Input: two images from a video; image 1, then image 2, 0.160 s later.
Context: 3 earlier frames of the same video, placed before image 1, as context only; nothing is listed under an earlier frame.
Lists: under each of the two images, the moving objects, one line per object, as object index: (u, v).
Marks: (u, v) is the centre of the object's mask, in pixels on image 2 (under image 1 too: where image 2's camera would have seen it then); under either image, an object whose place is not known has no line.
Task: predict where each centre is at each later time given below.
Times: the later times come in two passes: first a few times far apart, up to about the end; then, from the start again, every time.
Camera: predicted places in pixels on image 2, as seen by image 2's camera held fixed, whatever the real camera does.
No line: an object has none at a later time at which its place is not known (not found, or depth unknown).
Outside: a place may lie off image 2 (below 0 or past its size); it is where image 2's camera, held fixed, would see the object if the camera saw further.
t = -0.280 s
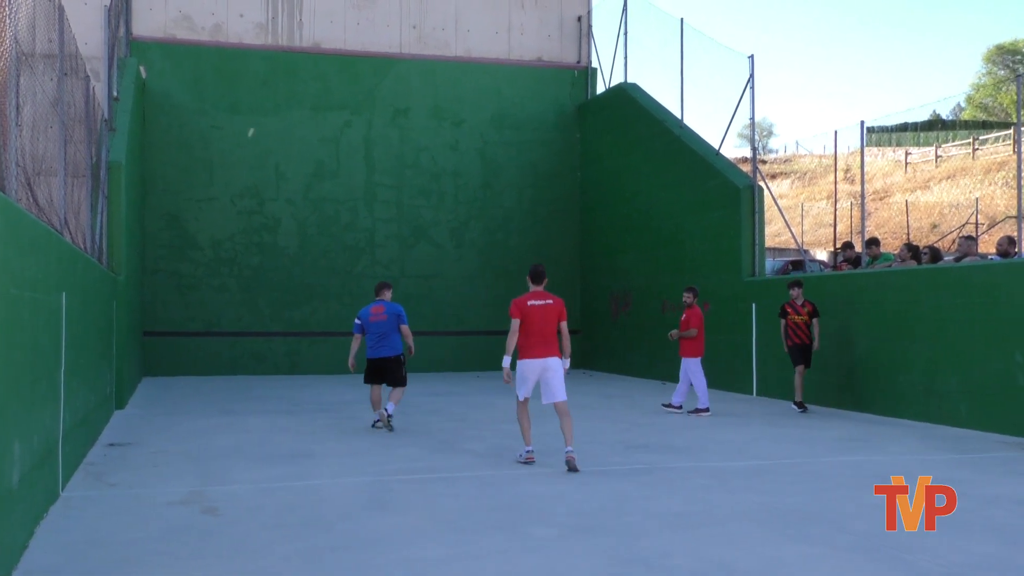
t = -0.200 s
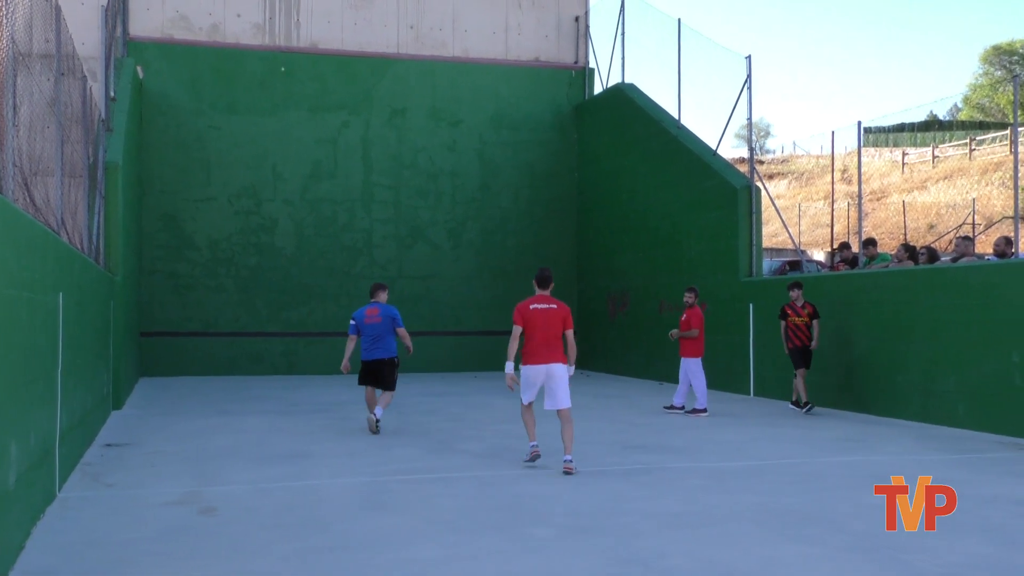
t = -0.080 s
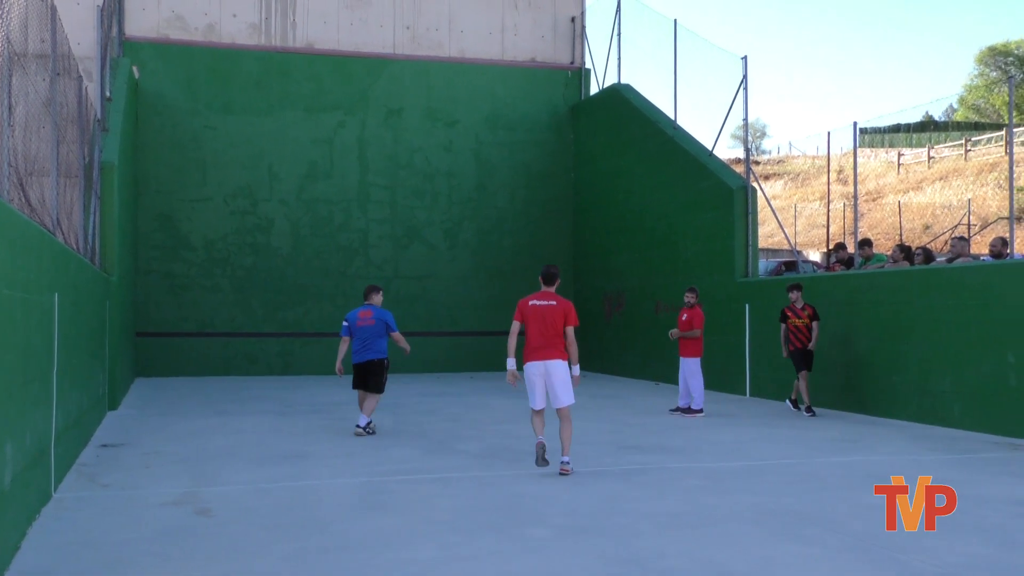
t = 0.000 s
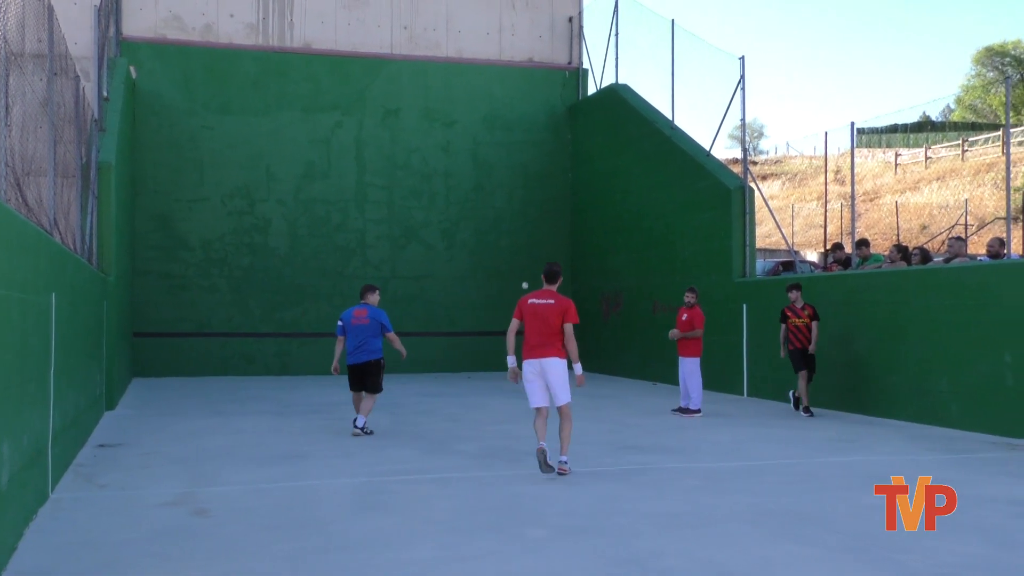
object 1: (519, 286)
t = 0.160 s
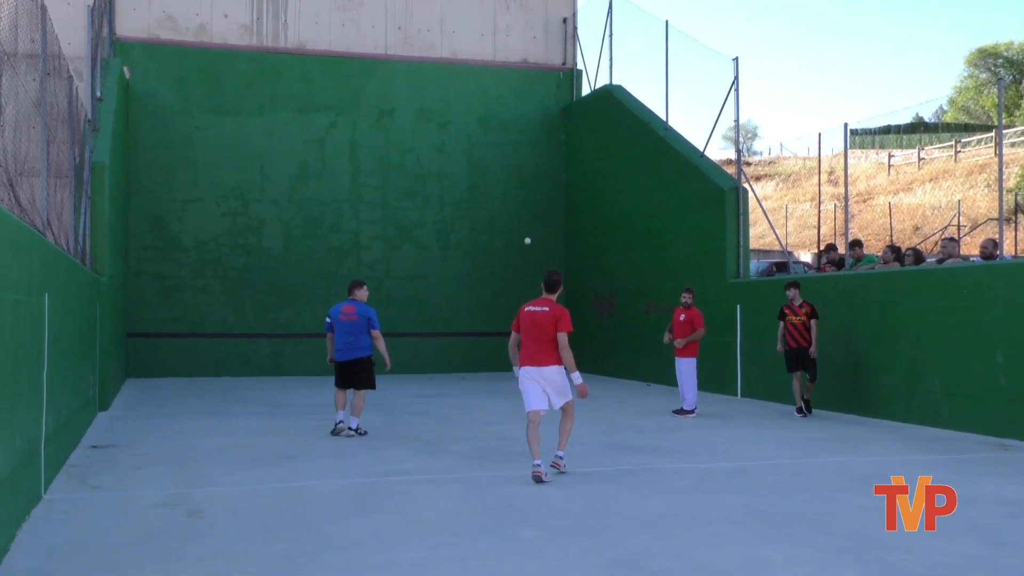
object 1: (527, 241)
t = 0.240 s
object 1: (532, 225)
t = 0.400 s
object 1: (541, 211)
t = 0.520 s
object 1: (549, 215)
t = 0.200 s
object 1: (530, 232)
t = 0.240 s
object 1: (532, 225)
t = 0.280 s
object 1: (534, 220)
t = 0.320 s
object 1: (537, 215)
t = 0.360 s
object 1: (539, 212)
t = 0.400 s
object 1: (541, 211)
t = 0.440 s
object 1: (544, 211)
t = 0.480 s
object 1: (546, 212)
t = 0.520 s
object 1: (549, 215)
